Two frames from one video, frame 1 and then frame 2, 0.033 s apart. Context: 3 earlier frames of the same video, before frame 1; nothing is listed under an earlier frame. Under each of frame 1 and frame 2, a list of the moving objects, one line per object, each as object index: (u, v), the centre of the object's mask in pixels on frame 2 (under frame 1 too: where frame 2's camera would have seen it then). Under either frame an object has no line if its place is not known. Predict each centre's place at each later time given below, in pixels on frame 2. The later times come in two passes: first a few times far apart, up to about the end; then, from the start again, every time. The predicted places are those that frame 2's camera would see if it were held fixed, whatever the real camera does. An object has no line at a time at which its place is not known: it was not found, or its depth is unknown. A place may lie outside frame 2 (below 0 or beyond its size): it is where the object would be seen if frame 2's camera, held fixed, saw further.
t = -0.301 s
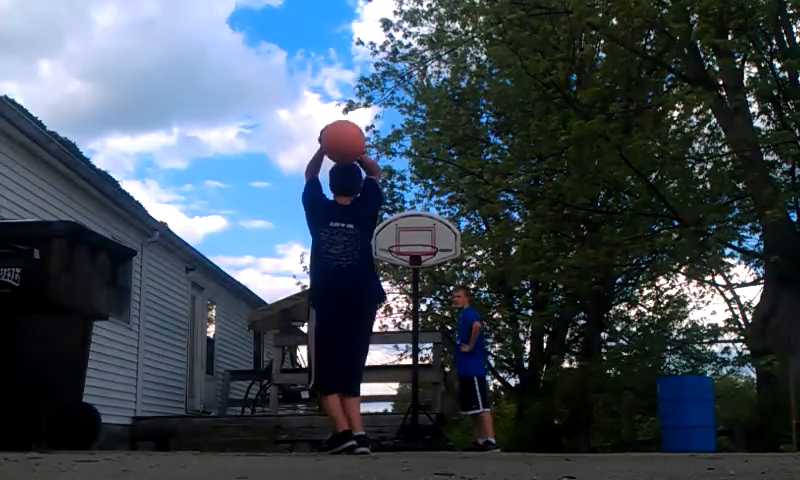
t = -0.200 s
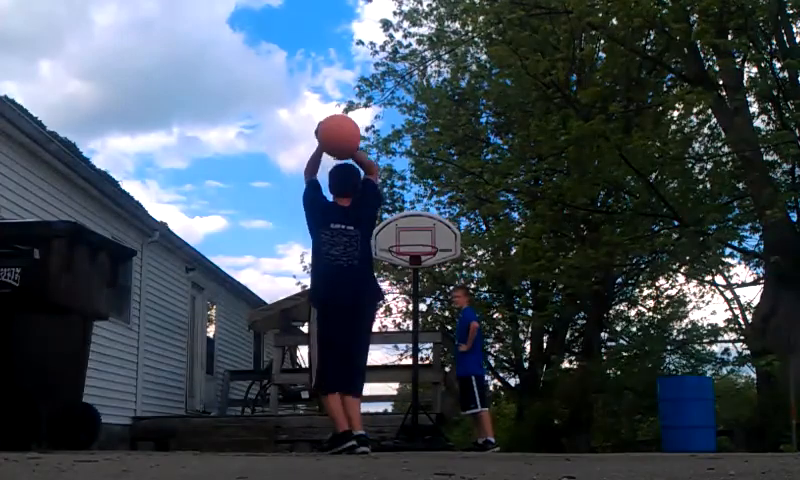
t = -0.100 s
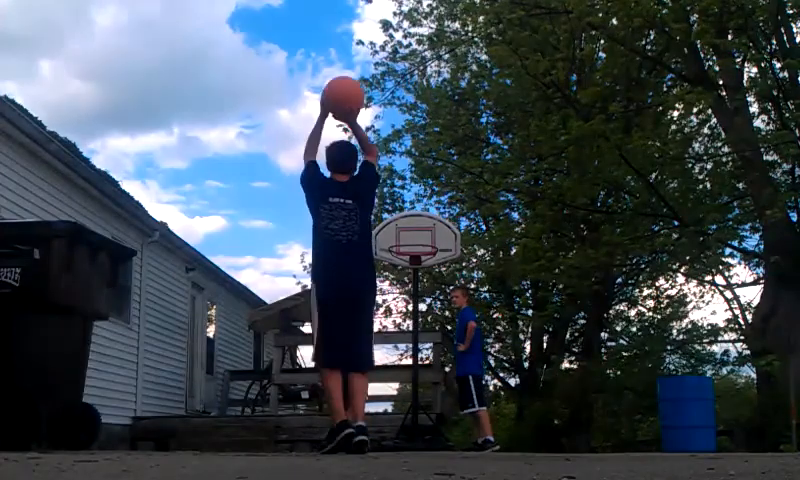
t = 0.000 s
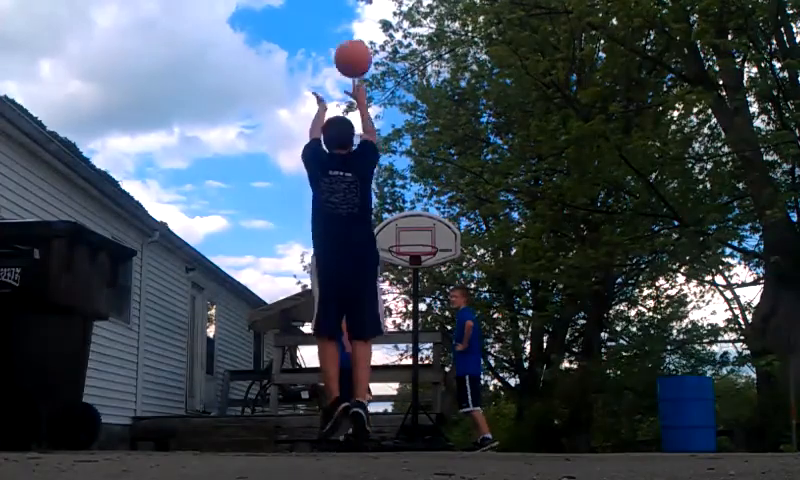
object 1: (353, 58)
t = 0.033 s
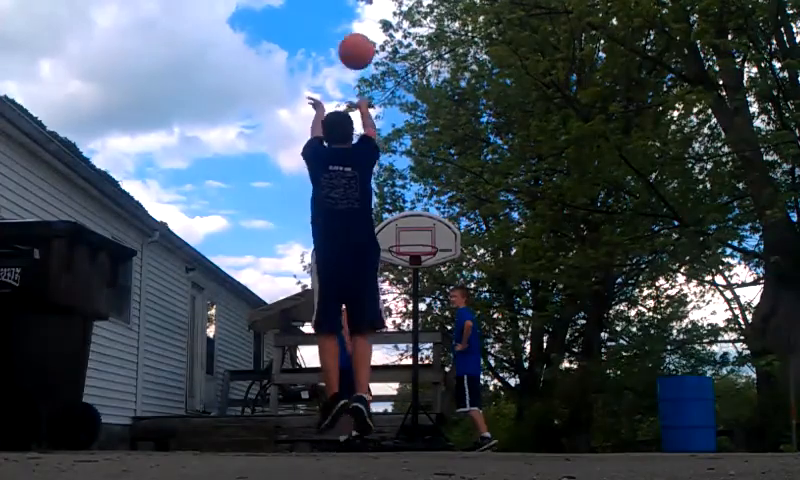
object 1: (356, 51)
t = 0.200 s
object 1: (370, 40)
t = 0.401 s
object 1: (383, 68)
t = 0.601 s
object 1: (393, 126)
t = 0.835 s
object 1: (404, 221)
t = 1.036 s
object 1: (410, 229)
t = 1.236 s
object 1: (419, 230)
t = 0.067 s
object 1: (359, 46)
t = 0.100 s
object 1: (362, 42)
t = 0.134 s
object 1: (364, 40)
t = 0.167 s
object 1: (367, 40)
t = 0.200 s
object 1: (370, 40)
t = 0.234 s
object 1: (372, 42)
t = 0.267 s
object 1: (374, 46)
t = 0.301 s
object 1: (377, 50)
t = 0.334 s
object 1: (378, 55)
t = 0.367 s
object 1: (380, 61)
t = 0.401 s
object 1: (383, 68)
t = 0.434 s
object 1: (384, 76)
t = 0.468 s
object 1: (387, 85)
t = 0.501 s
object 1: (388, 94)
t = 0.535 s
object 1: (390, 105)
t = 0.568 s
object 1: (392, 115)
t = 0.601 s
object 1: (393, 126)
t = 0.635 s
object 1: (395, 138)
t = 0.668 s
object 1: (397, 151)
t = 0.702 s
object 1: (398, 163)
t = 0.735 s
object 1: (400, 178)
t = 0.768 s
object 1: (402, 191)
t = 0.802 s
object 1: (404, 206)
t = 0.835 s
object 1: (404, 221)
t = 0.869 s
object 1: (407, 236)
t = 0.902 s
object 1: (408, 244)
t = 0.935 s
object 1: (408, 239)
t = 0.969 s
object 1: (408, 235)
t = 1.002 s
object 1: (409, 231)
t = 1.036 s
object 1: (410, 229)
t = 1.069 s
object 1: (412, 227)
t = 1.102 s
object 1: (413, 226)
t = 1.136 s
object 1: (414, 226)
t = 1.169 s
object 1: (416, 227)
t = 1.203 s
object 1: (418, 228)
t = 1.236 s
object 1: (419, 230)
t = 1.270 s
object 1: (420, 236)
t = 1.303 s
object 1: (422, 241)
